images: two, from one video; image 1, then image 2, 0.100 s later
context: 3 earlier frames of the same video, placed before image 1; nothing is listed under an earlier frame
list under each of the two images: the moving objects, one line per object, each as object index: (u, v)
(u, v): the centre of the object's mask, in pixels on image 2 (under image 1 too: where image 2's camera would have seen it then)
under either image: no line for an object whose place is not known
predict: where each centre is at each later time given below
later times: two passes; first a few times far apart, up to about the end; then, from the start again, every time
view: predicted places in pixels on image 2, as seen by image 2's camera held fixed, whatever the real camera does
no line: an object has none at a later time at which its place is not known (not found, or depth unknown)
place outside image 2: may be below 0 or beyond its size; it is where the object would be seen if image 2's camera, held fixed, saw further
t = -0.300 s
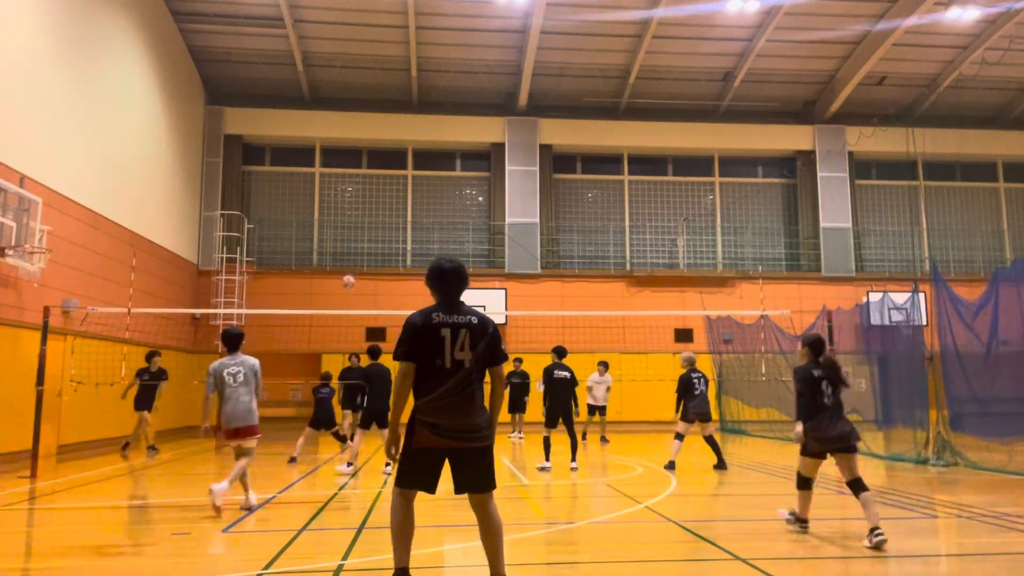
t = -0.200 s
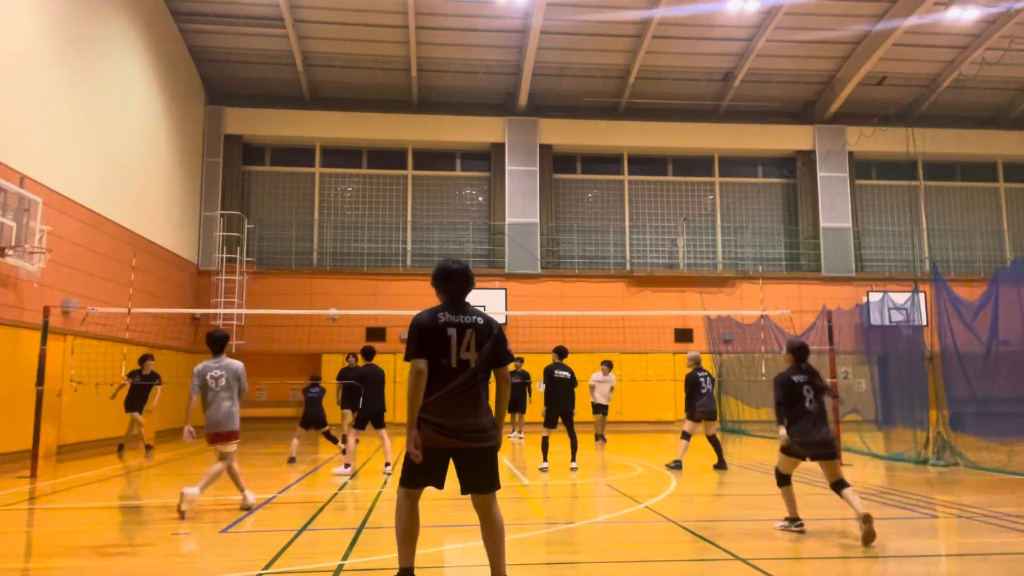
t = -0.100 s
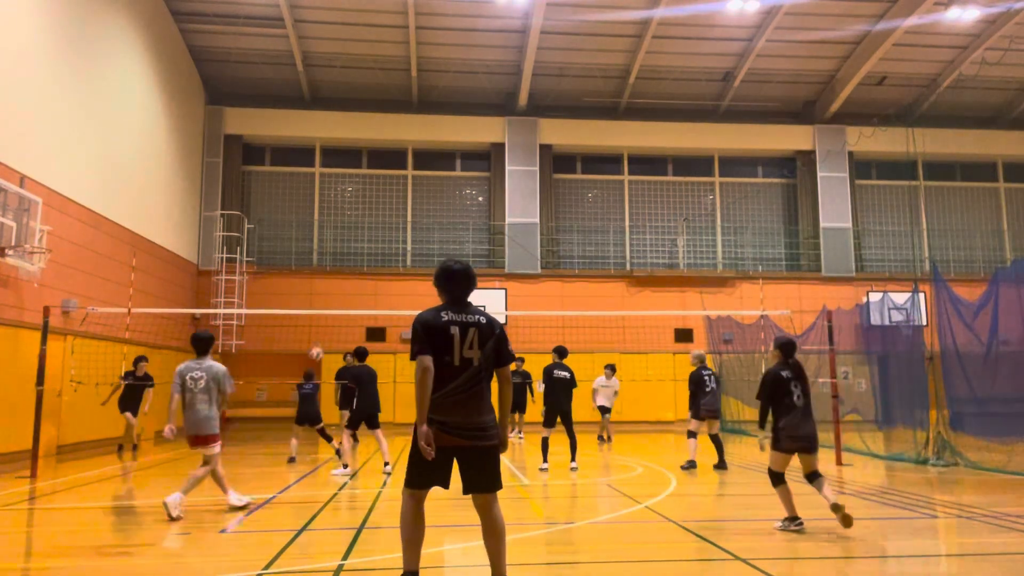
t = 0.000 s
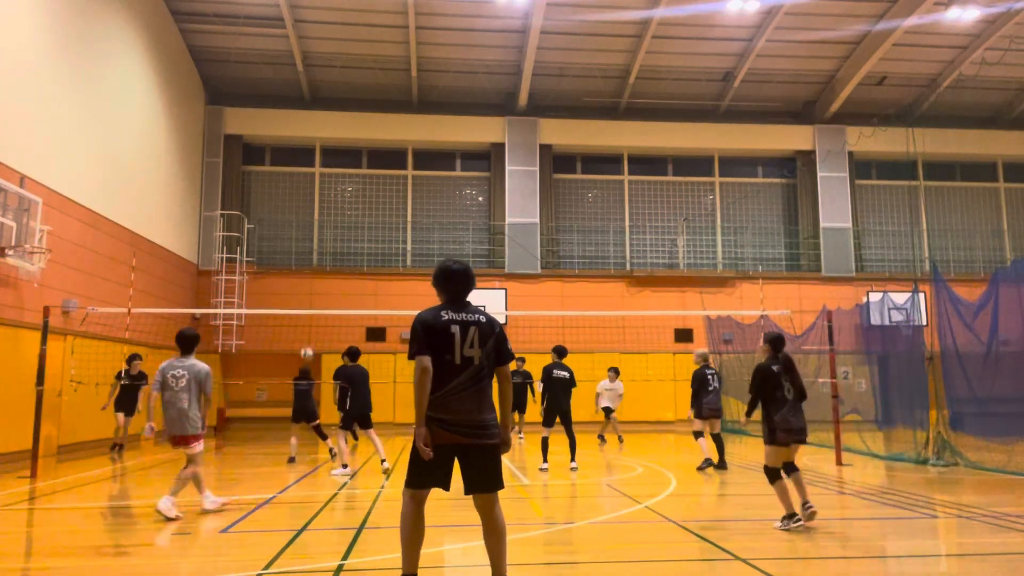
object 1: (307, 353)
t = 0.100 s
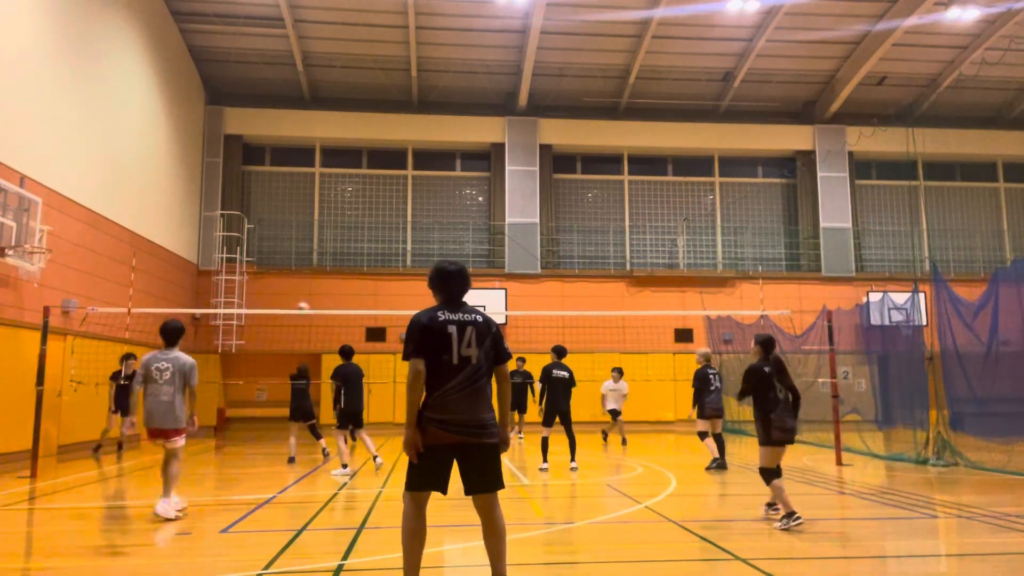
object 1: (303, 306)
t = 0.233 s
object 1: (298, 259)
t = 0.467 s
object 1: (290, 201)
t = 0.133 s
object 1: (301, 294)
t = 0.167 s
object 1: (300, 281)
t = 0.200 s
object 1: (300, 270)
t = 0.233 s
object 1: (298, 259)
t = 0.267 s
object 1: (297, 249)
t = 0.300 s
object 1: (296, 240)
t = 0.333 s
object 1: (295, 230)
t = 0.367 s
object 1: (293, 222)
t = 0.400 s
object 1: (292, 214)
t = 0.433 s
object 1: (291, 208)
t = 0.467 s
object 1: (290, 201)
